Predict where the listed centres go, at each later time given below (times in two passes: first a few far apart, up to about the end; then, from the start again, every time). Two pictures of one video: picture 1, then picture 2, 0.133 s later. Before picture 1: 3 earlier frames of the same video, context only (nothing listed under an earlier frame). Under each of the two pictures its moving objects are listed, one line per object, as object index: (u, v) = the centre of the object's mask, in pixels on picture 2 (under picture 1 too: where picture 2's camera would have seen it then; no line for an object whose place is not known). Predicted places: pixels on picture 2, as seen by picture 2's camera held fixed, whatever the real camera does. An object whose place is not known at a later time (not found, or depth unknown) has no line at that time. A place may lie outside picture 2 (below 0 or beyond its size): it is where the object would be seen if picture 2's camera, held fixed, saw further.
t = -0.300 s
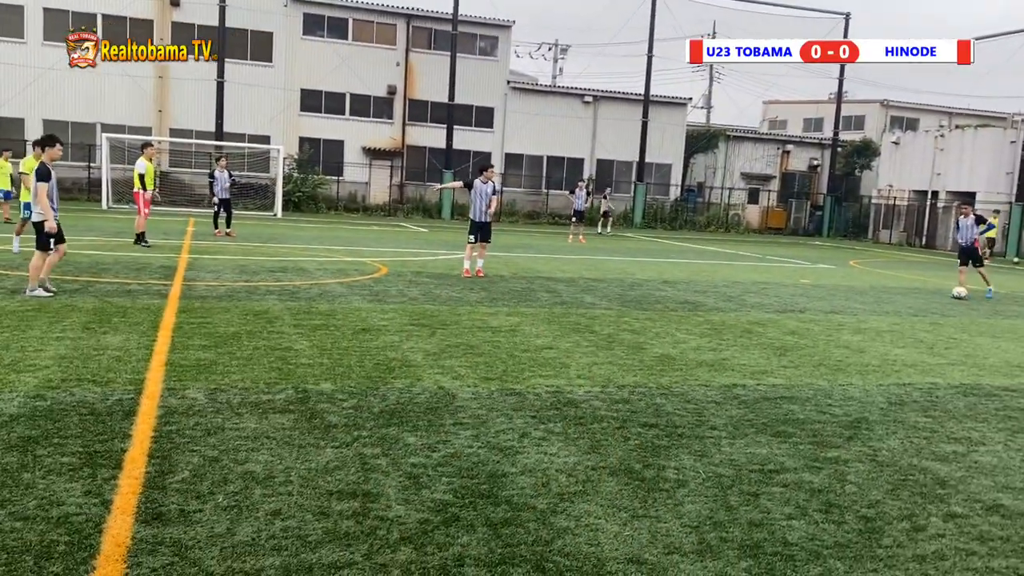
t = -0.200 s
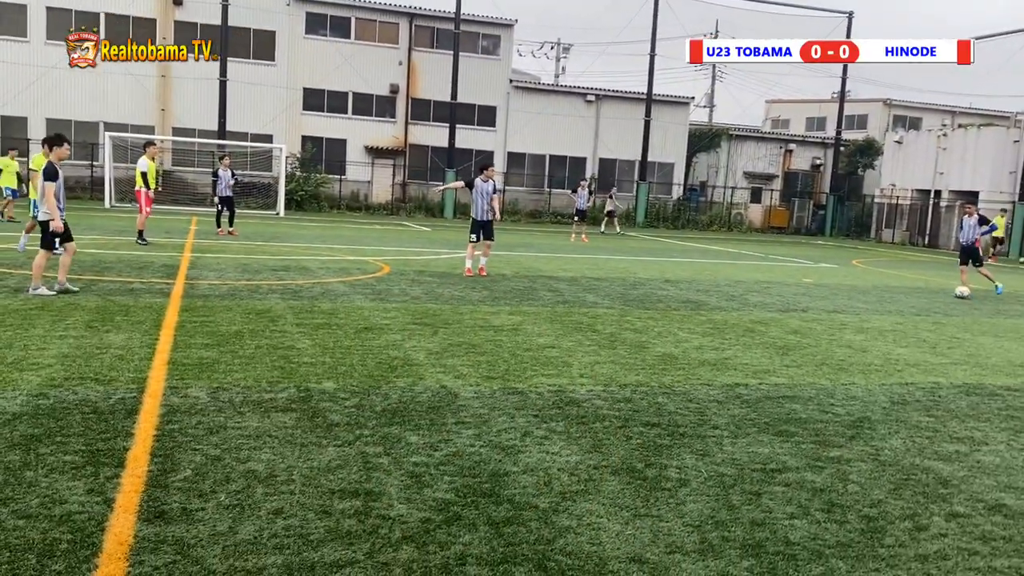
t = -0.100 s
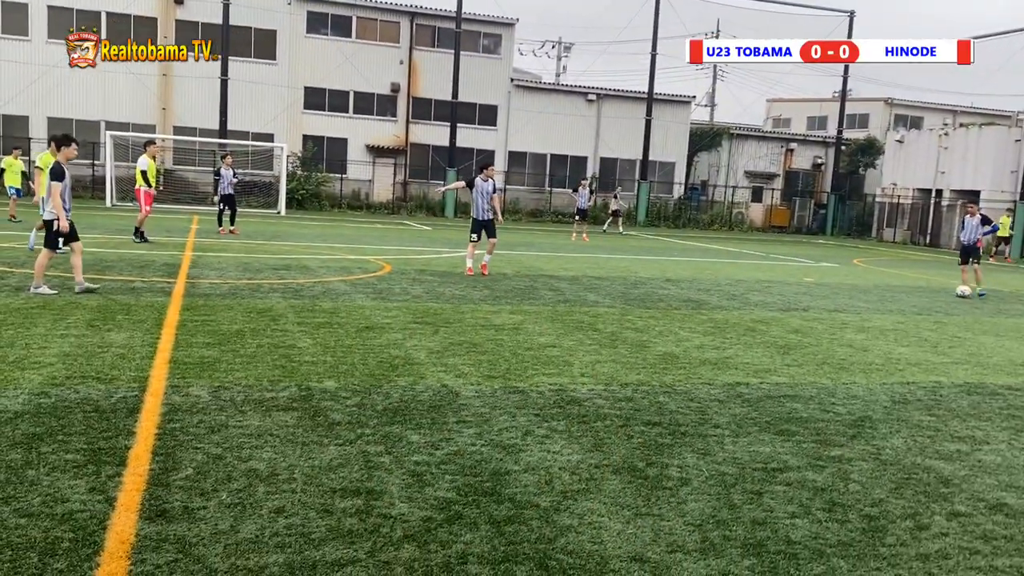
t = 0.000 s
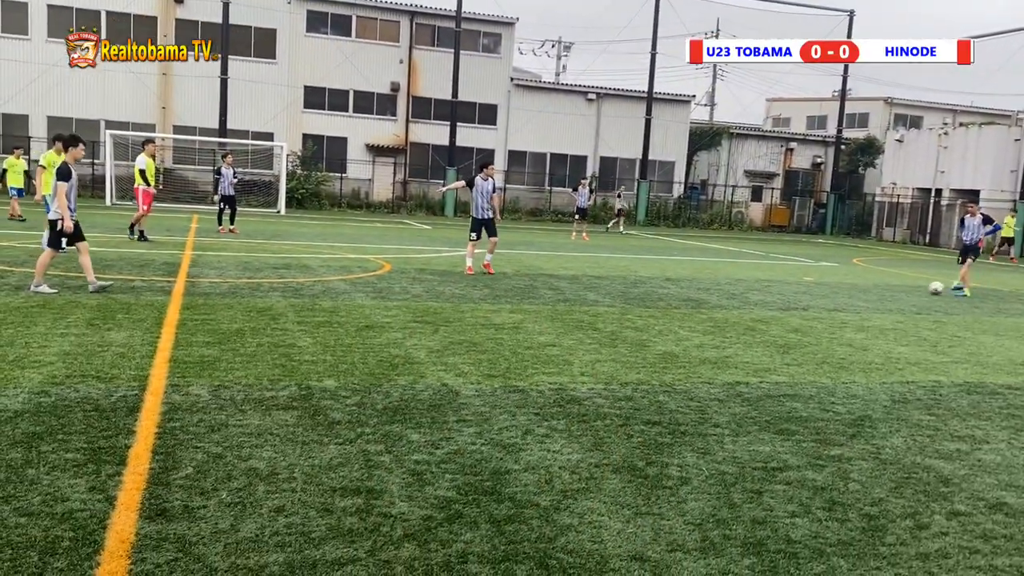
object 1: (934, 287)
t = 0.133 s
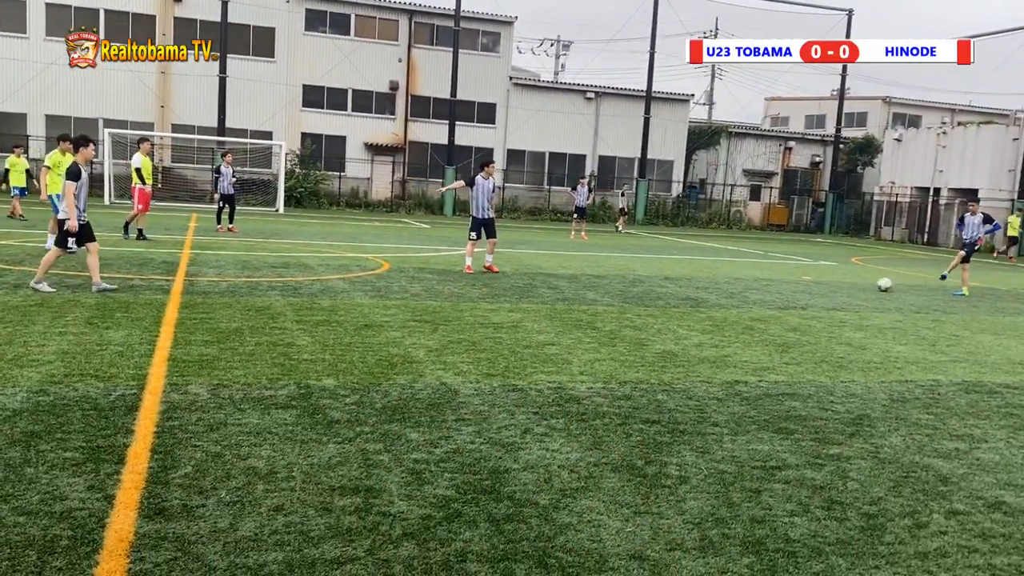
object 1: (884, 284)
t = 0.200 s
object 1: (860, 283)
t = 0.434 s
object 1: (790, 279)
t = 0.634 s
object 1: (742, 277)
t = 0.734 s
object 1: (719, 275)
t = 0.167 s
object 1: (872, 284)
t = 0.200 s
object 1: (860, 283)
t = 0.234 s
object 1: (849, 283)
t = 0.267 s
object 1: (838, 282)
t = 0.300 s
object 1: (827, 280)
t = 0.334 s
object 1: (816, 280)
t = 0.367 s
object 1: (806, 280)
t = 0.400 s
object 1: (798, 279)
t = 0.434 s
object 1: (790, 279)
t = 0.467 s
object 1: (782, 278)
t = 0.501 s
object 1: (773, 278)
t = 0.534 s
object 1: (765, 278)
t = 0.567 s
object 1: (757, 278)
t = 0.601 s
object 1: (750, 277)
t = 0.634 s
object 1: (742, 277)
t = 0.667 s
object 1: (734, 277)
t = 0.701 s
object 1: (726, 276)
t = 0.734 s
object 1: (719, 275)
